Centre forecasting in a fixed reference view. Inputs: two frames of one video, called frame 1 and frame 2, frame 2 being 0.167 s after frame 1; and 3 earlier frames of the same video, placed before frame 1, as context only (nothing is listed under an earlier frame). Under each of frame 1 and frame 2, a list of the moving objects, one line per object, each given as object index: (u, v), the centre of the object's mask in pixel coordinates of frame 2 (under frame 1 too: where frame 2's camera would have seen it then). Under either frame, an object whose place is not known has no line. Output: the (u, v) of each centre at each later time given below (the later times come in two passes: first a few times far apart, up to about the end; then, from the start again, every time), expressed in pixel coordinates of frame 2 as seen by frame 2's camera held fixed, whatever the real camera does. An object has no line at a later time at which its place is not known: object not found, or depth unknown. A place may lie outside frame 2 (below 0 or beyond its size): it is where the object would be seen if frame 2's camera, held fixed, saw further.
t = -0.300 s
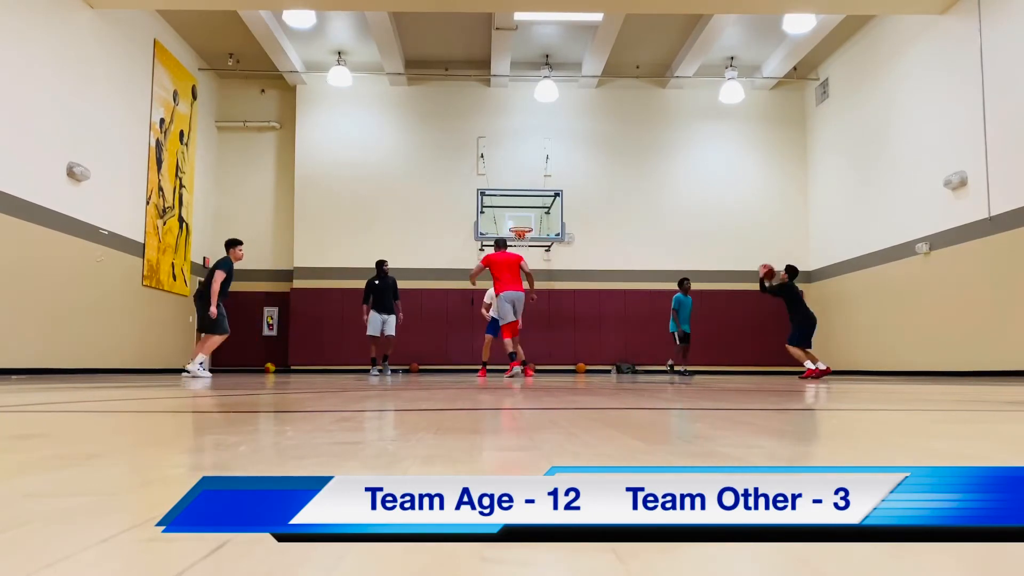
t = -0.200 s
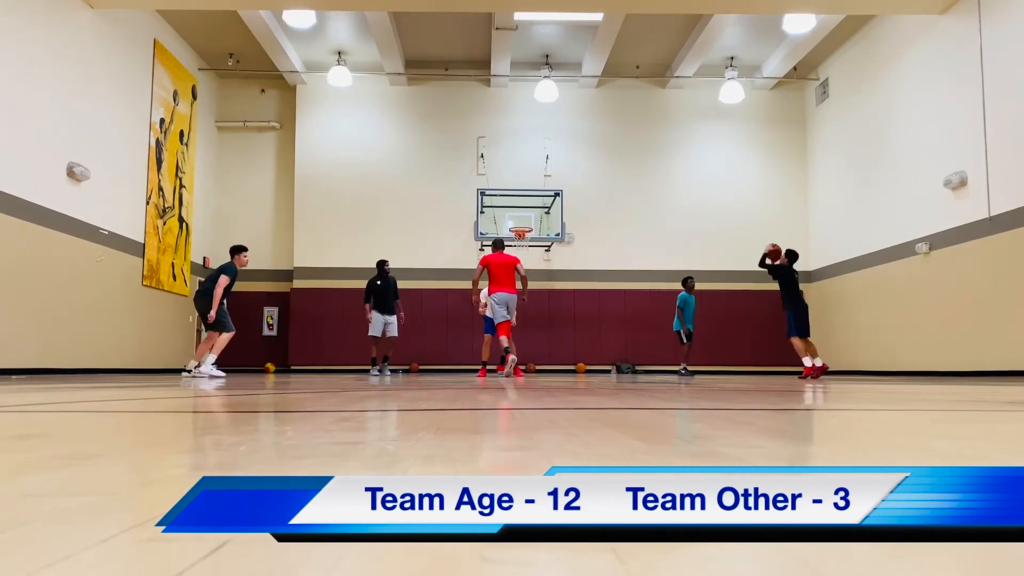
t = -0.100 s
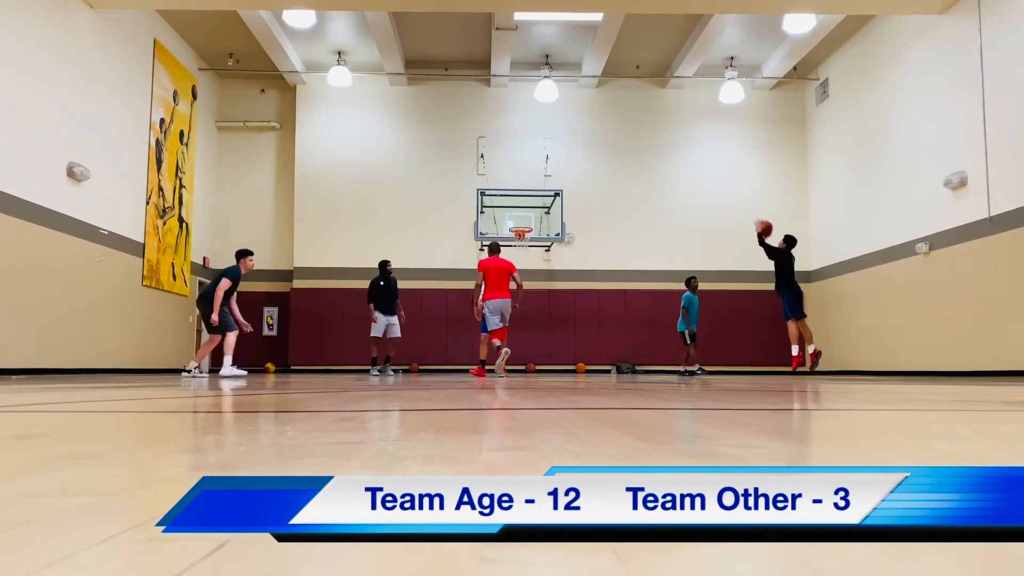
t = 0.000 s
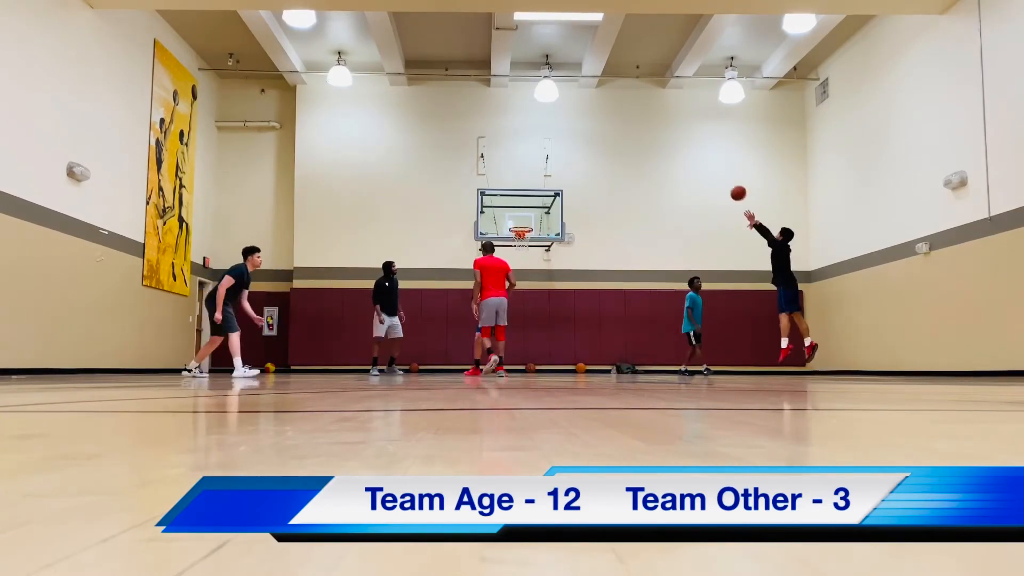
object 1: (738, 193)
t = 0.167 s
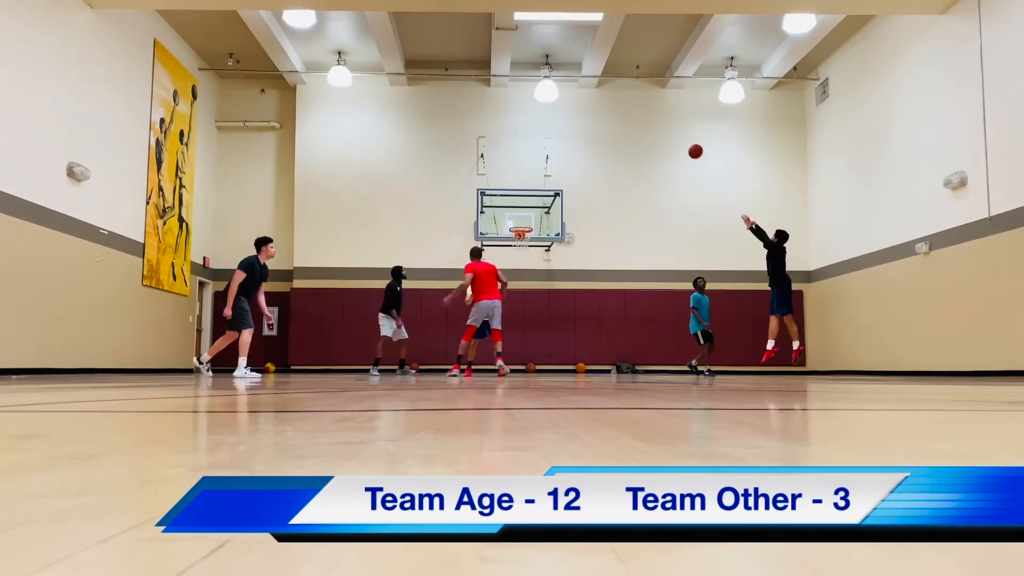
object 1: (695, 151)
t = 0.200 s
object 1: (688, 145)
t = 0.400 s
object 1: (645, 126)
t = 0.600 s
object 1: (608, 130)
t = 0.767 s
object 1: (581, 148)
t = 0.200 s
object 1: (688, 145)
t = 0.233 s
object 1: (680, 140)
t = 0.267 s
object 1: (673, 136)
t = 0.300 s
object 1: (666, 133)
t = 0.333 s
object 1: (659, 130)
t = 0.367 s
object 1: (652, 128)
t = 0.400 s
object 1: (645, 126)
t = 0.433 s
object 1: (639, 126)
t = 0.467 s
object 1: (632, 125)
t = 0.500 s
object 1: (626, 126)
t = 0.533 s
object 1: (620, 127)
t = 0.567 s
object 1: (614, 128)
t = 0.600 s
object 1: (608, 130)
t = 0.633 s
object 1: (603, 133)
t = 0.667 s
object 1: (597, 136)
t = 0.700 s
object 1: (592, 139)
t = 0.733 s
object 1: (586, 144)
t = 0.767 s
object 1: (581, 148)
